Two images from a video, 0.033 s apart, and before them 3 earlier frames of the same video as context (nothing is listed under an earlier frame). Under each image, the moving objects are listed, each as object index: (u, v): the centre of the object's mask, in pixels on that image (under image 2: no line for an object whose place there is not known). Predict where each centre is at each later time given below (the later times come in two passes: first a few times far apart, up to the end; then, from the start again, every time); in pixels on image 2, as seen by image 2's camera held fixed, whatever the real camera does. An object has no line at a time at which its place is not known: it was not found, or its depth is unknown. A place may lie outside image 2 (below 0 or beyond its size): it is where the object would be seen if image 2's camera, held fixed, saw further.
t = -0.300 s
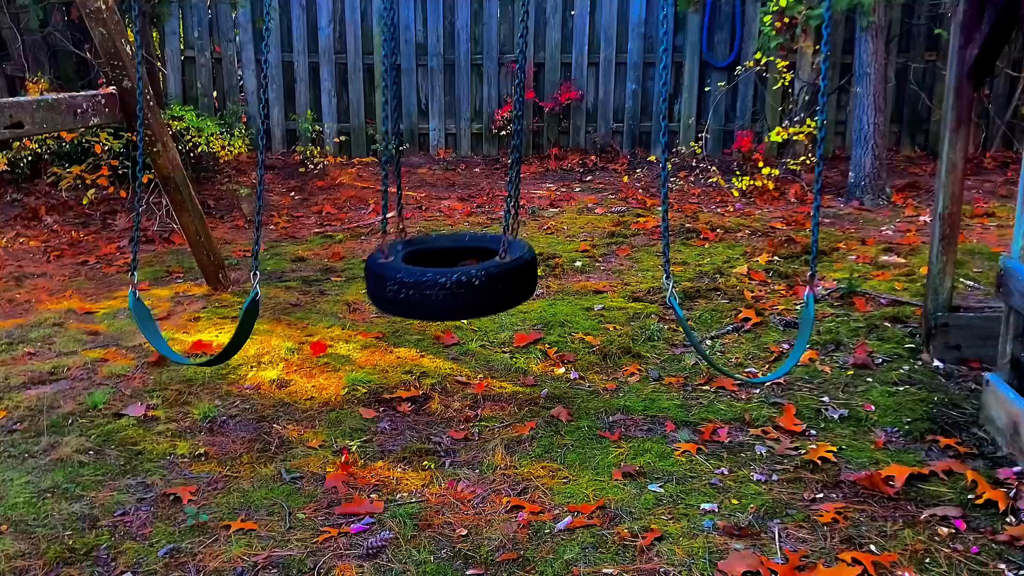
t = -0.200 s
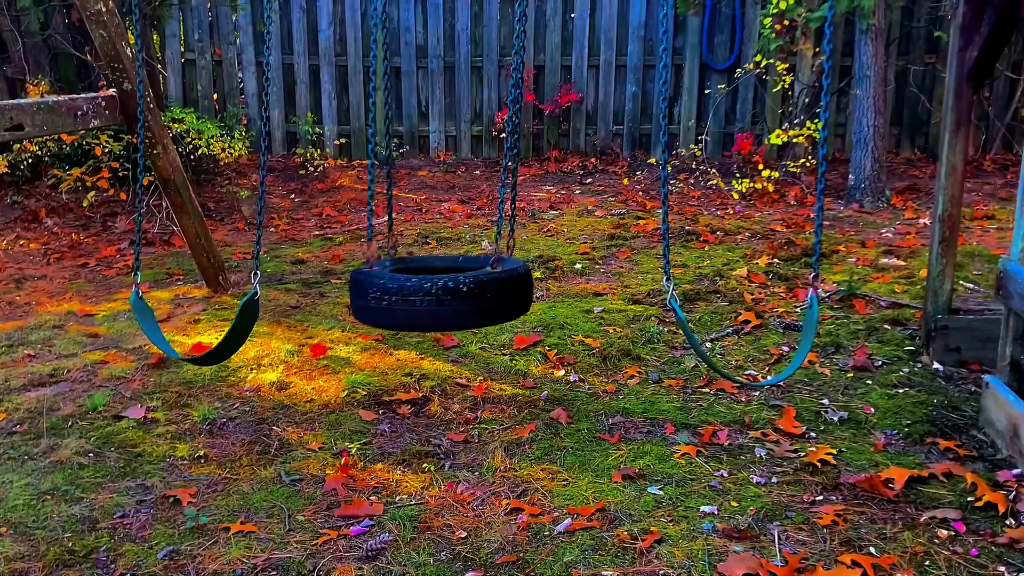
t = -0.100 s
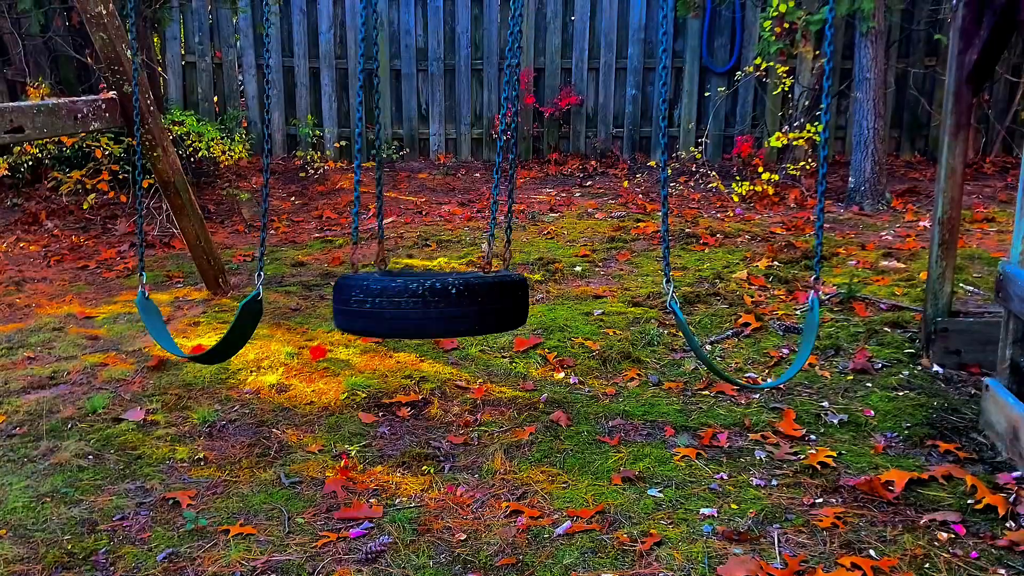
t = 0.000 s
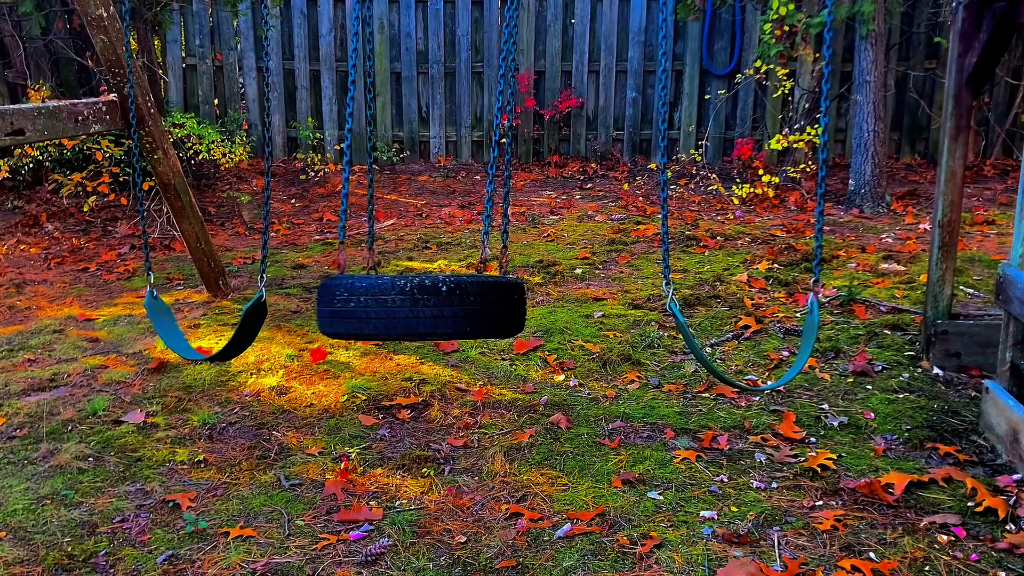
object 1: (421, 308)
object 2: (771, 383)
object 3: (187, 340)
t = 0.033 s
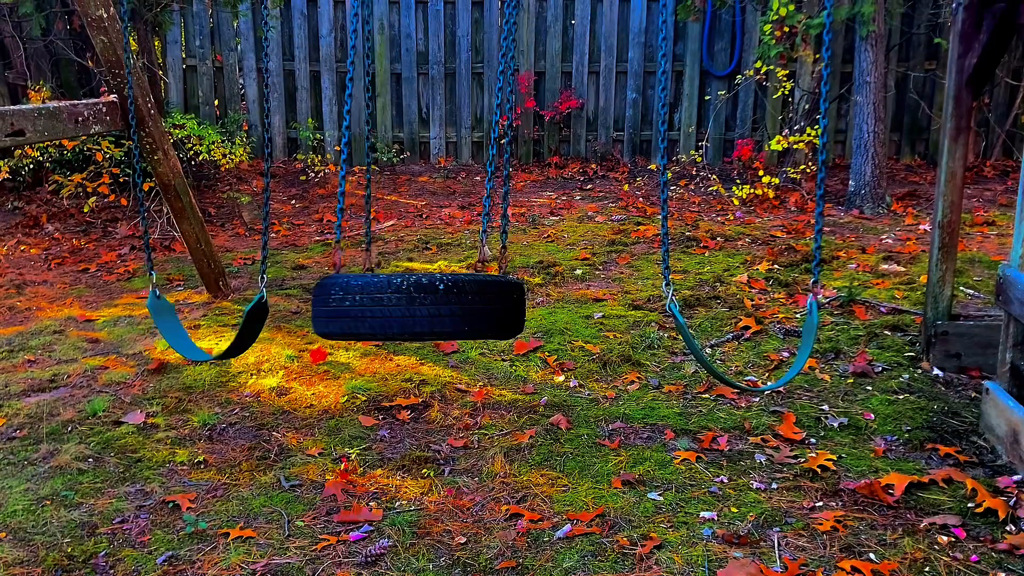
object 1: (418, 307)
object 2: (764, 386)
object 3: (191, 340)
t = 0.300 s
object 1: (407, 294)
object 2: (768, 369)
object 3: (217, 307)
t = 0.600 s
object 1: (422, 293)
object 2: (736, 338)
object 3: (226, 303)
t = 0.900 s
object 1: (454, 311)
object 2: (715, 292)
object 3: (228, 308)
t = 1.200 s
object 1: (479, 287)
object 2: (713, 272)
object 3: (241, 310)
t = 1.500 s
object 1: (490, 235)
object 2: (717, 288)
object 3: (225, 328)
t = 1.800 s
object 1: (488, 203)
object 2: (731, 334)
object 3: (232, 353)
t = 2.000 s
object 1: (482, 208)
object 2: (754, 359)
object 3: (185, 356)
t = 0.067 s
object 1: (416, 307)
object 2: (747, 386)
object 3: (195, 335)
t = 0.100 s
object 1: (413, 306)
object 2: (745, 386)
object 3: (200, 333)
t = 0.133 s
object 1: (411, 304)
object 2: (772, 380)
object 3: (203, 327)
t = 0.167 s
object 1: (409, 303)
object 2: (768, 381)
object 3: (207, 323)
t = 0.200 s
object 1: (408, 301)
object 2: (765, 380)
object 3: (211, 318)
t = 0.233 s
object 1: (407, 299)
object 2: (761, 380)
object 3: (213, 313)
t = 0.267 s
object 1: (406, 296)
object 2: (767, 374)
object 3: (215, 310)
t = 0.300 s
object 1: (407, 294)
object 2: (768, 369)
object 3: (217, 307)
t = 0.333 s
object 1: (407, 292)
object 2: (767, 365)
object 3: (219, 304)
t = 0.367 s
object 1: (407, 290)
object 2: (763, 363)
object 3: (220, 302)
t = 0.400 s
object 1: (408, 289)
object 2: (756, 364)
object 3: (221, 300)
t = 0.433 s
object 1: (410, 288)
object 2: (755, 358)
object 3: (222, 299)
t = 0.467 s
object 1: (411, 288)
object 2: (746, 357)
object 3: (223, 299)
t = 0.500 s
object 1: (414, 289)
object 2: (746, 352)
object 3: (224, 299)
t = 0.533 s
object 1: (416, 290)
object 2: (742, 347)
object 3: (226, 300)
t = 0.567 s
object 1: (419, 291)
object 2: (732, 346)
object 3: (227, 300)
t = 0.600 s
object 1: (422, 293)
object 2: (736, 338)
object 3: (226, 303)
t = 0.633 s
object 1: (425, 296)
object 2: (730, 332)
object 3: (224, 301)
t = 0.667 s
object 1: (428, 299)
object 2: (725, 327)
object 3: (226, 306)
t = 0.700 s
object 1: (432, 301)
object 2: (723, 321)
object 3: (227, 307)
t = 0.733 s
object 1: (435, 303)
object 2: (726, 315)
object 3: (226, 306)
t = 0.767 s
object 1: (439, 305)
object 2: (721, 310)
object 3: (226, 306)
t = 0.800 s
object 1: (443, 306)
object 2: (718, 306)
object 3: (228, 308)
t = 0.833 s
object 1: (447, 308)
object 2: (718, 301)
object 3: (227, 307)
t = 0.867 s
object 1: (451, 309)
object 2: (715, 297)
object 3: (226, 307)
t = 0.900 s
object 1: (454, 311)
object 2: (715, 292)
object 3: (228, 308)
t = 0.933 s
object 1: (457, 311)
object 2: (716, 287)
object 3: (226, 307)
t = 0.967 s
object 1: (461, 311)
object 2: (713, 284)
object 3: (230, 310)
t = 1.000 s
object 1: (464, 309)
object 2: (713, 281)
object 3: (230, 310)
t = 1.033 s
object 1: (467, 307)
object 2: (712, 278)
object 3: (235, 313)
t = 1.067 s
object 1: (470, 304)
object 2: (713, 276)
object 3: (238, 312)
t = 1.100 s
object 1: (472, 300)
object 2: (713, 275)
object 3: (239, 312)
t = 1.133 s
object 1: (475, 296)
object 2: (713, 273)
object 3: (240, 311)
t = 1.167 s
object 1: (478, 292)
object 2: (713, 273)
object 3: (241, 310)
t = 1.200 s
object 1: (479, 287)
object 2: (713, 272)
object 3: (241, 310)
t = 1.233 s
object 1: (481, 282)
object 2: (714, 272)
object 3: (242, 310)
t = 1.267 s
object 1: (483, 276)
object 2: (714, 273)
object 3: (241, 309)
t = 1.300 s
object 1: (484, 270)
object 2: (714, 273)
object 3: (239, 310)
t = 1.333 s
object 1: (486, 264)
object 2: (714, 275)
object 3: (238, 312)
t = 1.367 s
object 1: (487, 258)
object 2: (712, 276)
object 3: (235, 314)
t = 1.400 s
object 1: (488, 252)
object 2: (714, 278)
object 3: (233, 317)
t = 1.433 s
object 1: (489, 246)
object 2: (714, 282)
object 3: (232, 320)
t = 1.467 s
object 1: (489, 240)
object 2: (715, 284)
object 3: (228, 324)
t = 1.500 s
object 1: (490, 235)
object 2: (717, 288)
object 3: (225, 328)
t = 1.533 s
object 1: (490, 230)
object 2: (715, 293)
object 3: (221, 332)
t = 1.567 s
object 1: (490, 225)
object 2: (717, 297)
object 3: (218, 336)
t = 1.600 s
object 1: (490, 220)
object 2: (718, 301)
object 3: (213, 340)
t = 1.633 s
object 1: (490, 216)
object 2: (718, 306)
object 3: (210, 344)
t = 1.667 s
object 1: (490, 212)
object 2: (720, 313)
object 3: (210, 349)
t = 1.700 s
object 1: (489, 209)
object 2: (724, 317)
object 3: (205, 350)
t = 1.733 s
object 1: (489, 207)
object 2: (727, 322)
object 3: (239, 354)
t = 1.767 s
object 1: (488, 205)
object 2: (726, 329)
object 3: (235, 354)
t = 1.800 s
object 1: (488, 203)
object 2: (731, 334)
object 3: (232, 353)
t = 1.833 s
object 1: (487, 202)
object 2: (736, 339)
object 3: (230, 352)
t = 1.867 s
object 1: (486, 212)
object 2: (740, 344)
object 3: (230, 351)
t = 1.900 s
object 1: (486, 212)
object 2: (740, 350)
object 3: (227, 352)
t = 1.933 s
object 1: (484, 203)
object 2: (745, 353)
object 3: (220, 358)
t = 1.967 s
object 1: (483, 205)
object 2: (749, 357)
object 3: (219, 359)
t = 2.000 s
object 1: (482, 208)
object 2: (754, 359)
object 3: (185, 356)
